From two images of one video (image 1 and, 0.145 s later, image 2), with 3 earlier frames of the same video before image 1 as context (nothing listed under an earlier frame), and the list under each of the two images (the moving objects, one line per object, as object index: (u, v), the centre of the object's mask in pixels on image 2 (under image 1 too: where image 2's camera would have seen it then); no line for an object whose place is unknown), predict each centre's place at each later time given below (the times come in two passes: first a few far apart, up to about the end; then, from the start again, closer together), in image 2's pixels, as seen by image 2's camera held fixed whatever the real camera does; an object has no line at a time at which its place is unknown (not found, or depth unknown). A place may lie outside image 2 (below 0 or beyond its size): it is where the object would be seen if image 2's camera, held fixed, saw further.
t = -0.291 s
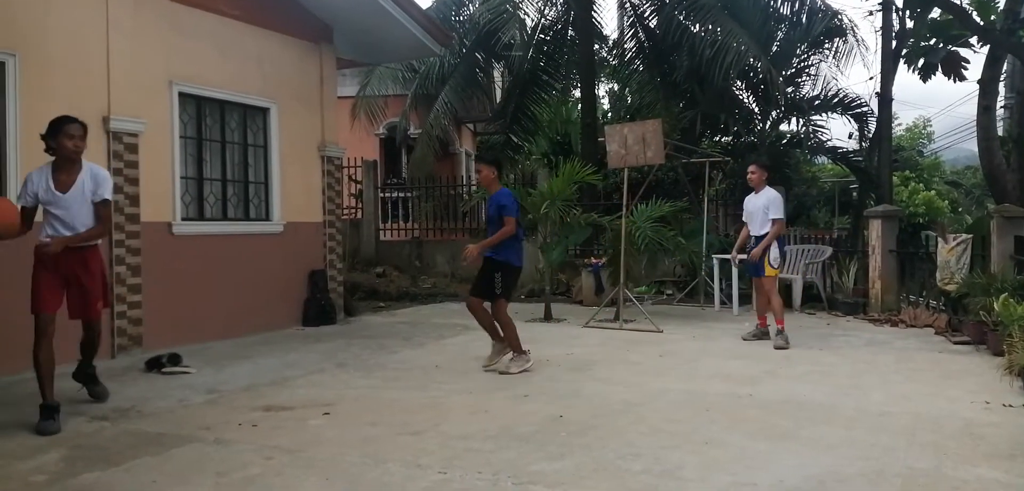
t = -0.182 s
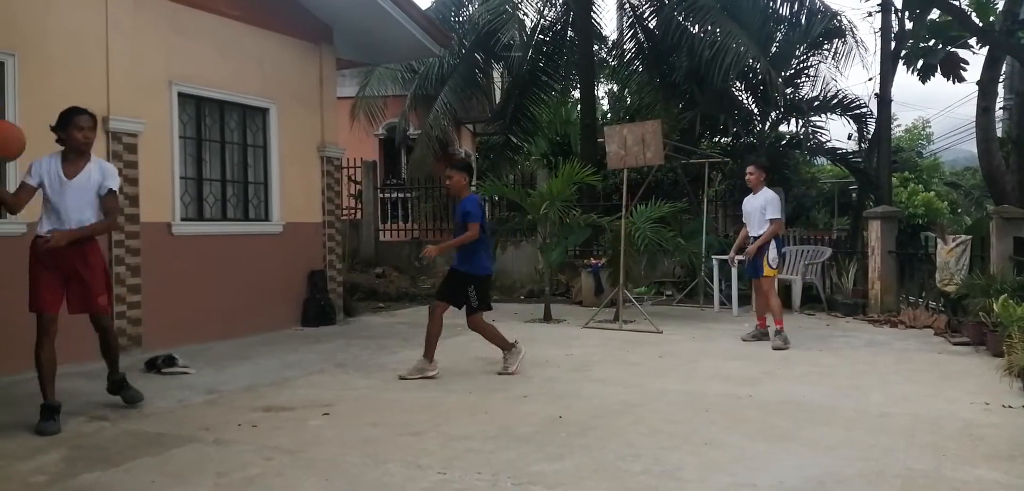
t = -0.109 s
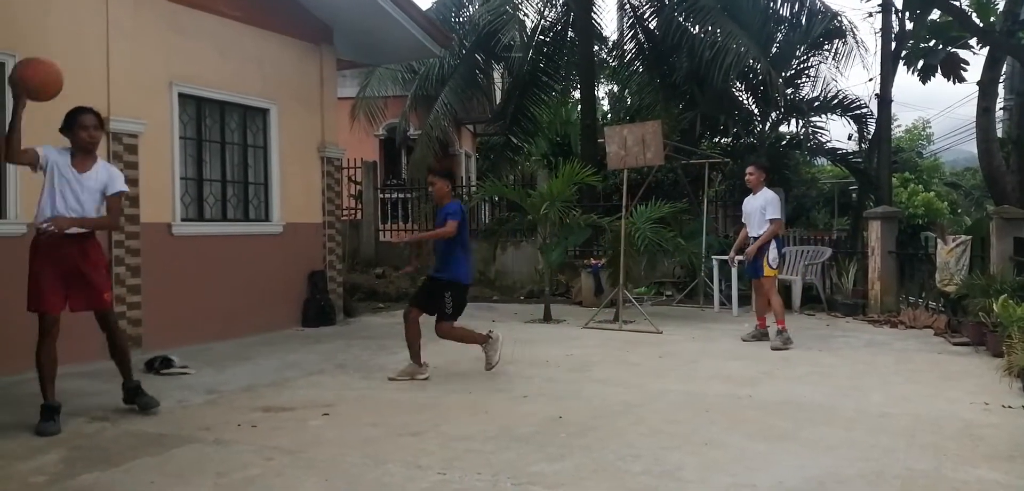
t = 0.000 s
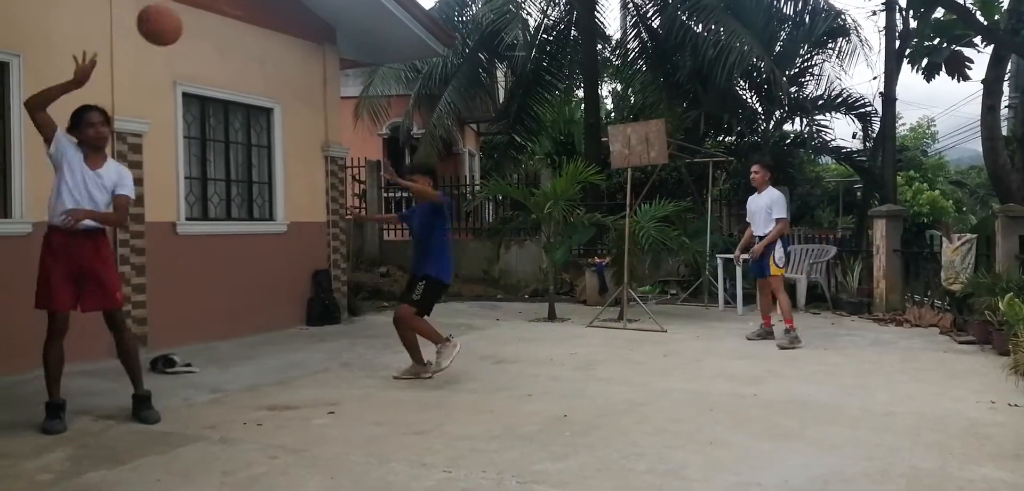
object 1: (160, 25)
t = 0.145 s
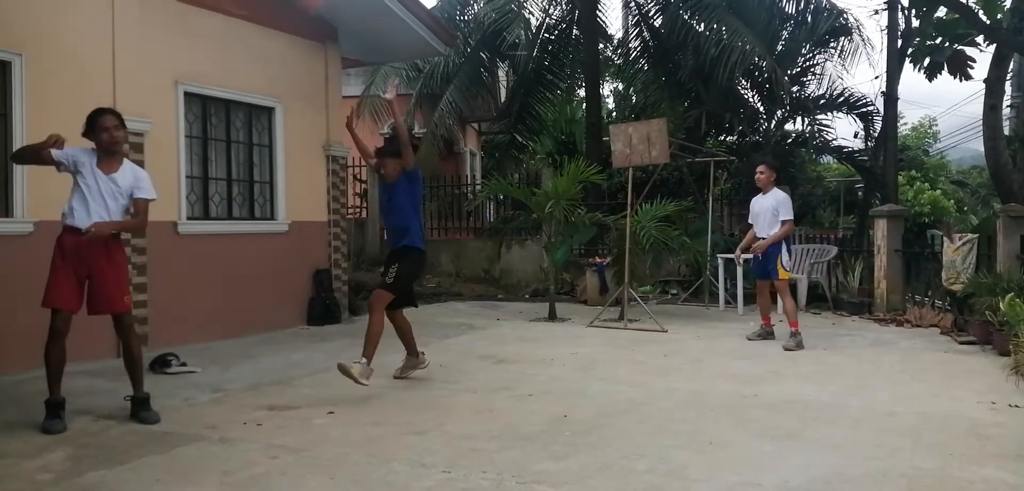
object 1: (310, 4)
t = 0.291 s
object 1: (427, 8)
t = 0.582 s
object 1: (616, 88)
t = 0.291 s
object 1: (427, 8)
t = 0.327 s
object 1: (454, 12)
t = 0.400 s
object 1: (504, 24)
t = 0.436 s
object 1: (528, 34)
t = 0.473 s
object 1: (551, 46)
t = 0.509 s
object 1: (573, 59)
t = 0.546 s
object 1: (594, 72)
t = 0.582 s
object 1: (616, 88)
